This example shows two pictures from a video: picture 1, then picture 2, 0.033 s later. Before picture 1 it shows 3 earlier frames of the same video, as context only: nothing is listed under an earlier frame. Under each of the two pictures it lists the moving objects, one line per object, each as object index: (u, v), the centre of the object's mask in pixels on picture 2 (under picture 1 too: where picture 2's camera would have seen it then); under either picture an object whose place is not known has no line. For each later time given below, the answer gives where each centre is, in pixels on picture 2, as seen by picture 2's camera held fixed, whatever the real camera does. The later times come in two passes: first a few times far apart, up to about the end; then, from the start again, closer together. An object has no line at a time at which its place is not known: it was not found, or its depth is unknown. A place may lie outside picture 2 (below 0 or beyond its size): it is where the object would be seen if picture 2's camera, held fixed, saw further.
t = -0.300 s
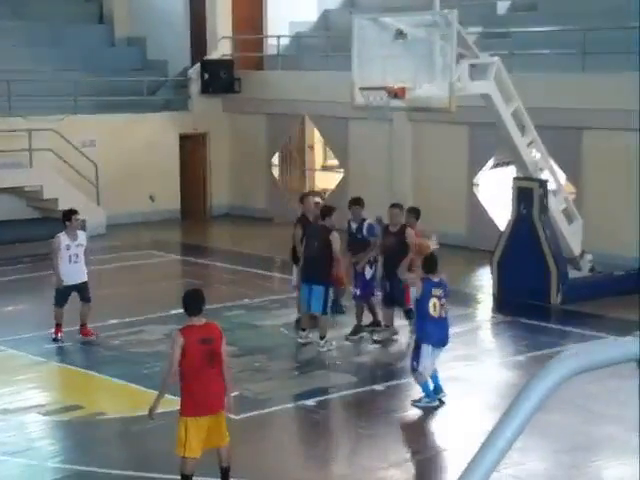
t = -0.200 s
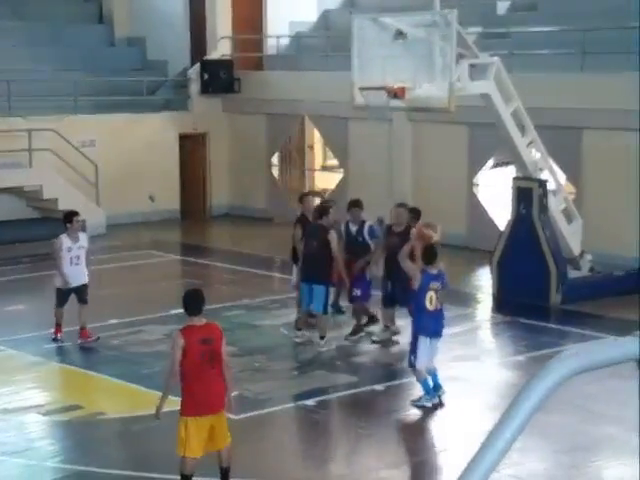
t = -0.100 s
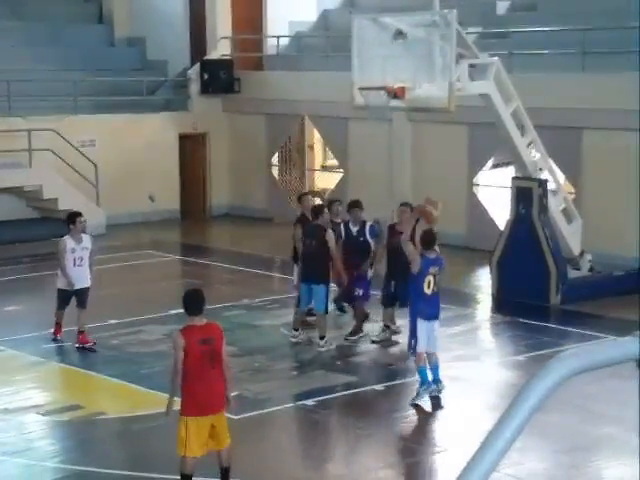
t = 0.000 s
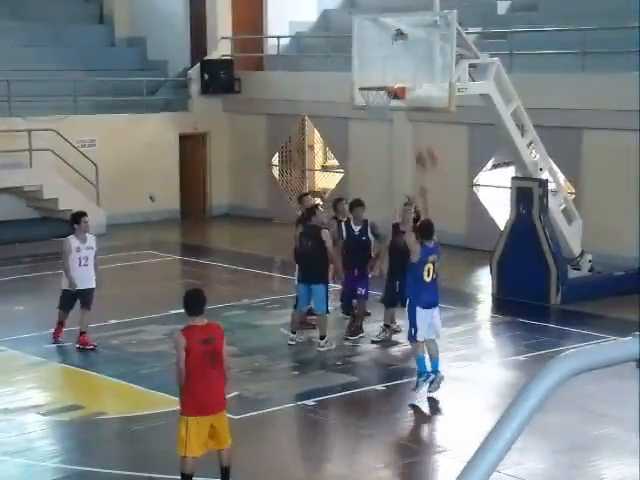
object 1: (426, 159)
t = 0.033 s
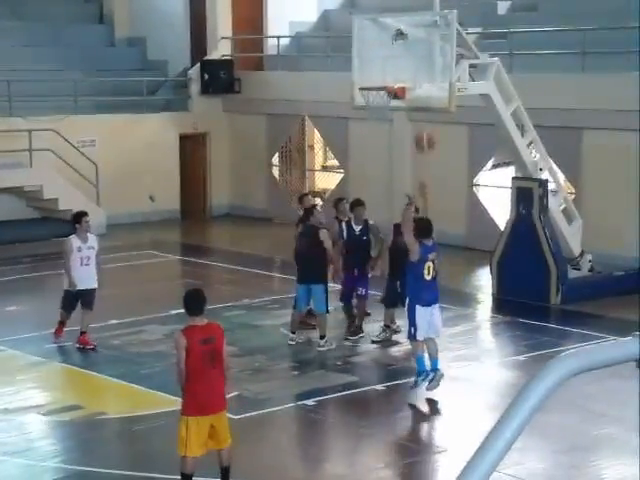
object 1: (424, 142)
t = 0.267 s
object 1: (412, 56)
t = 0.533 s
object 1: (399, 27)
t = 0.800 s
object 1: (387, 57)
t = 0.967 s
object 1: (378, 101)
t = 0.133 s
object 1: (416, 98)
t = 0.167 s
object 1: (417, 85)
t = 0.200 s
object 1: (415, 73)
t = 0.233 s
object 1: (413, 64)
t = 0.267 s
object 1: (412, 56)
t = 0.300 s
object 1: (410, 49)
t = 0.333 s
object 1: (409, 45)
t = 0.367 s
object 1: (406, 37)
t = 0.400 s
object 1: (405, 33)
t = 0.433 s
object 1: (403, 30)
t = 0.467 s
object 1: (402, 28)
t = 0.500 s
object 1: (400, 27)
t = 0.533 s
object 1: (399, 27)
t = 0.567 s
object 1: (398, 28)
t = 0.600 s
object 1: (396, 29)
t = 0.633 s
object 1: (393, 31)
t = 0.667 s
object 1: (393, 35)
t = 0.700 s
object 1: (392, 38)
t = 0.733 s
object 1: (390, 44)
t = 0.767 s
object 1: (388, 50)
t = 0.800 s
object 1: (387, 57)
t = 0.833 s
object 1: (385, 65)
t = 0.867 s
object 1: (383, 73)
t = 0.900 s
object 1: (382, 81)
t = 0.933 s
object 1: (378, 92)
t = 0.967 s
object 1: (378, 101)
